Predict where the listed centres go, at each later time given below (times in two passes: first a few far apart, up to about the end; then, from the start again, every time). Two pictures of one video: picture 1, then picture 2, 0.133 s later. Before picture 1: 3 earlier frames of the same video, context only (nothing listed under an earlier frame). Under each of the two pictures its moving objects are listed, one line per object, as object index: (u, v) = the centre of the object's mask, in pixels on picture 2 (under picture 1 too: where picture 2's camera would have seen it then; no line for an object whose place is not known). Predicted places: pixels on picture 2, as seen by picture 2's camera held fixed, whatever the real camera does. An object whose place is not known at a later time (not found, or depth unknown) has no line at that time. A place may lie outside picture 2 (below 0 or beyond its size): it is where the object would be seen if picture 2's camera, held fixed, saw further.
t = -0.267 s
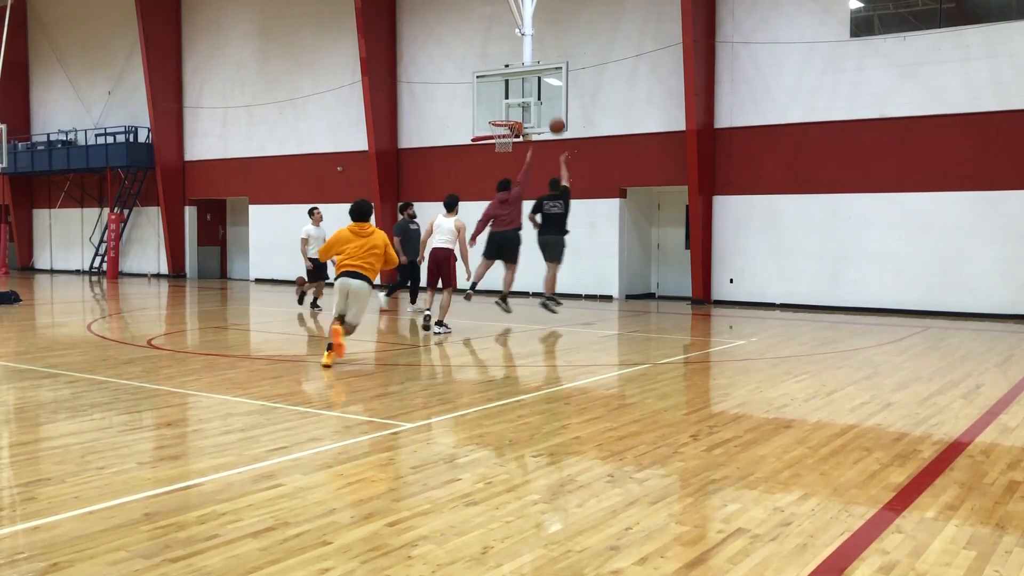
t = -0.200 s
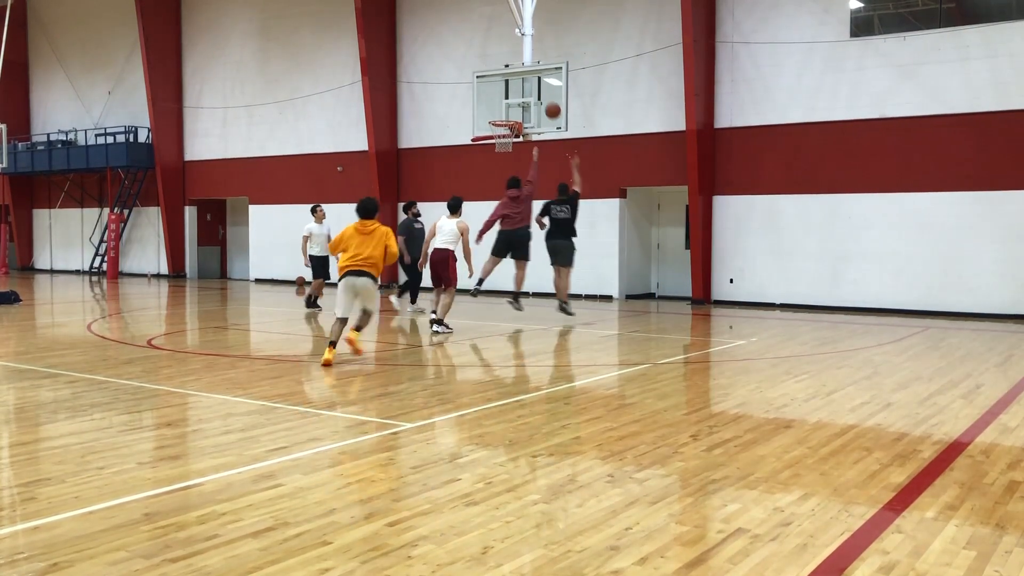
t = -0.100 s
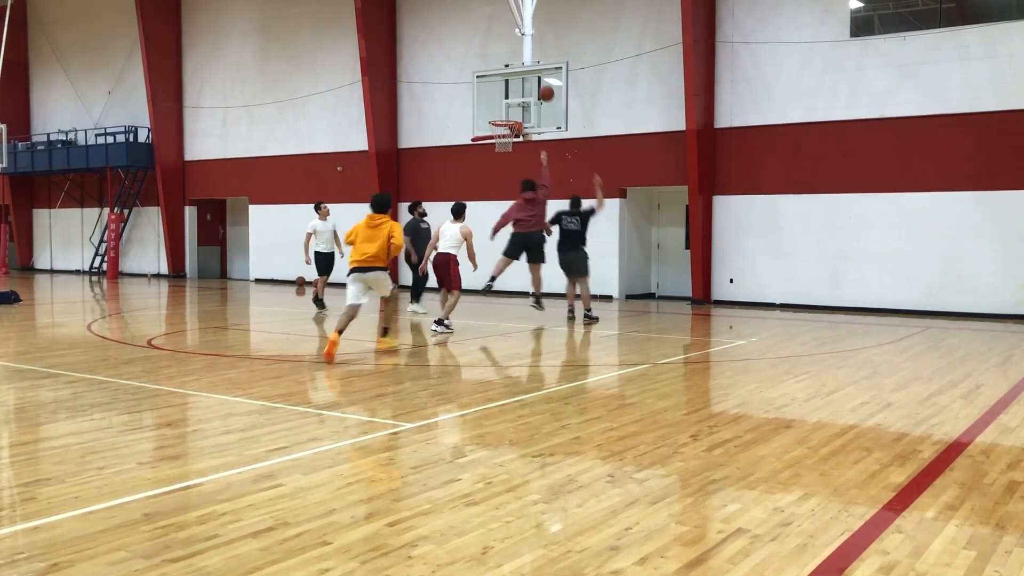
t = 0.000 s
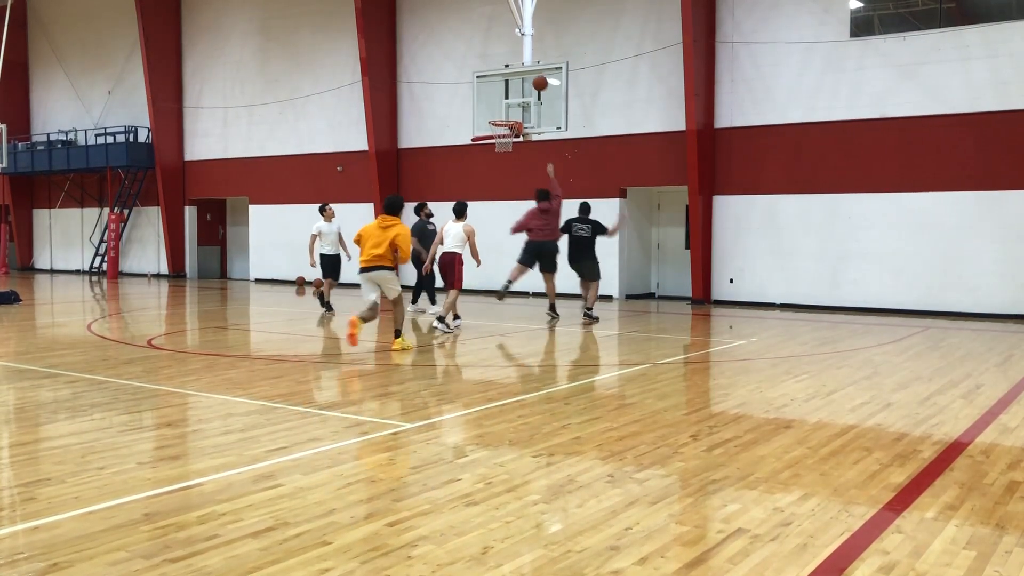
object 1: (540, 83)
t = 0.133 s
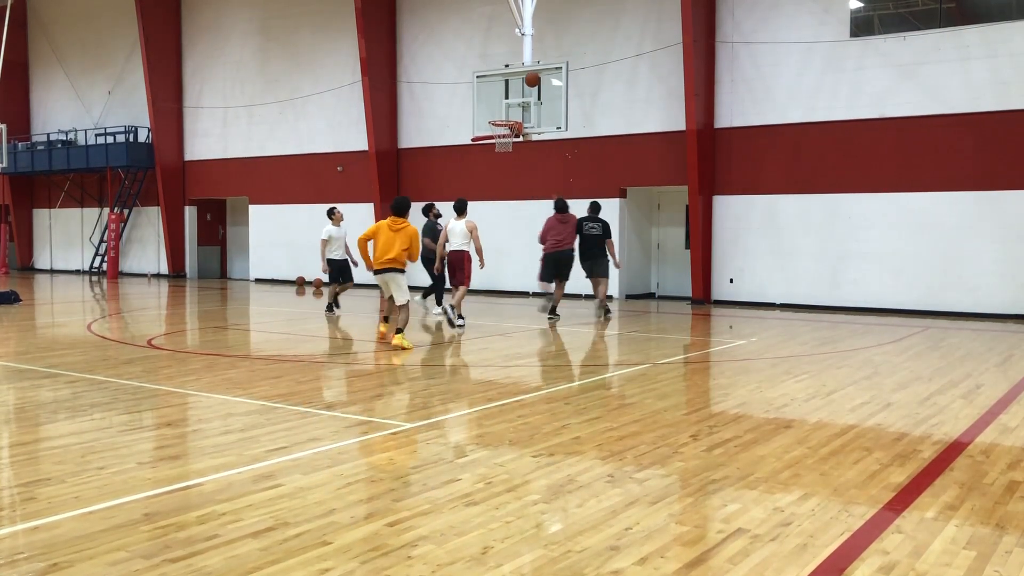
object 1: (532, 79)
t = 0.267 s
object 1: (521, 83)
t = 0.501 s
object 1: (497, 108)
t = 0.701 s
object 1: (502, 100)
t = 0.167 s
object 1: (530, 80)
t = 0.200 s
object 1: (528, 81)
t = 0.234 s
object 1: (525, 82)
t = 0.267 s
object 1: (521, 83)
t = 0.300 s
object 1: (518, 84)
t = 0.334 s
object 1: (514, 87)
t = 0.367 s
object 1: (511, 90)
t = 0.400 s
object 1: (507, 93)
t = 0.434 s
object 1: (504, 98)
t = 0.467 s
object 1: (501, 103)
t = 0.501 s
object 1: (497, 108)
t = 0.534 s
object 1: (494, 114)
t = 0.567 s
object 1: (494, 113)
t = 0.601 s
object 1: (496, 108)
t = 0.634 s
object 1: (498, 105)
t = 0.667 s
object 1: (500, 102)
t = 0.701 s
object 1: (502, 100)
